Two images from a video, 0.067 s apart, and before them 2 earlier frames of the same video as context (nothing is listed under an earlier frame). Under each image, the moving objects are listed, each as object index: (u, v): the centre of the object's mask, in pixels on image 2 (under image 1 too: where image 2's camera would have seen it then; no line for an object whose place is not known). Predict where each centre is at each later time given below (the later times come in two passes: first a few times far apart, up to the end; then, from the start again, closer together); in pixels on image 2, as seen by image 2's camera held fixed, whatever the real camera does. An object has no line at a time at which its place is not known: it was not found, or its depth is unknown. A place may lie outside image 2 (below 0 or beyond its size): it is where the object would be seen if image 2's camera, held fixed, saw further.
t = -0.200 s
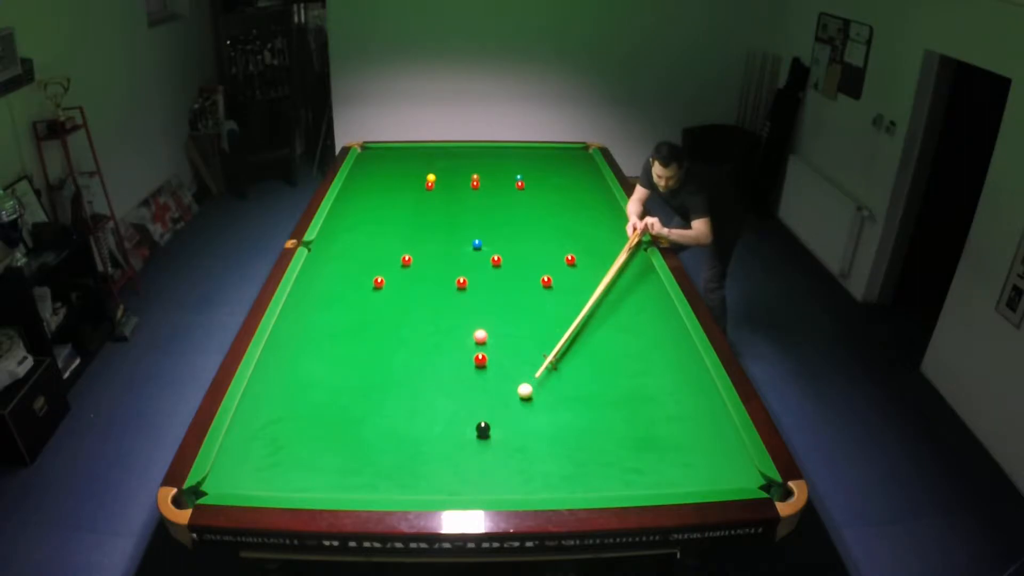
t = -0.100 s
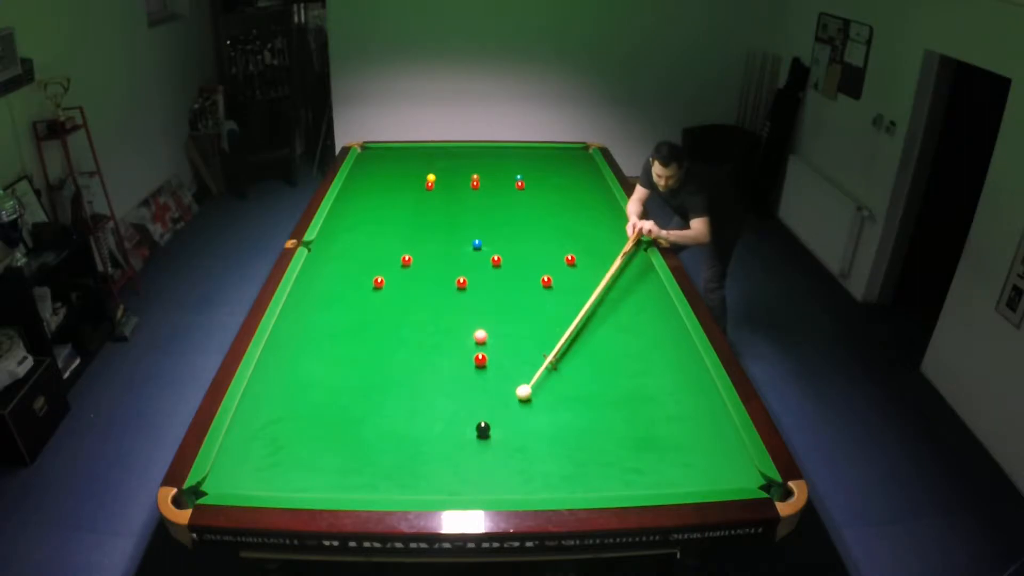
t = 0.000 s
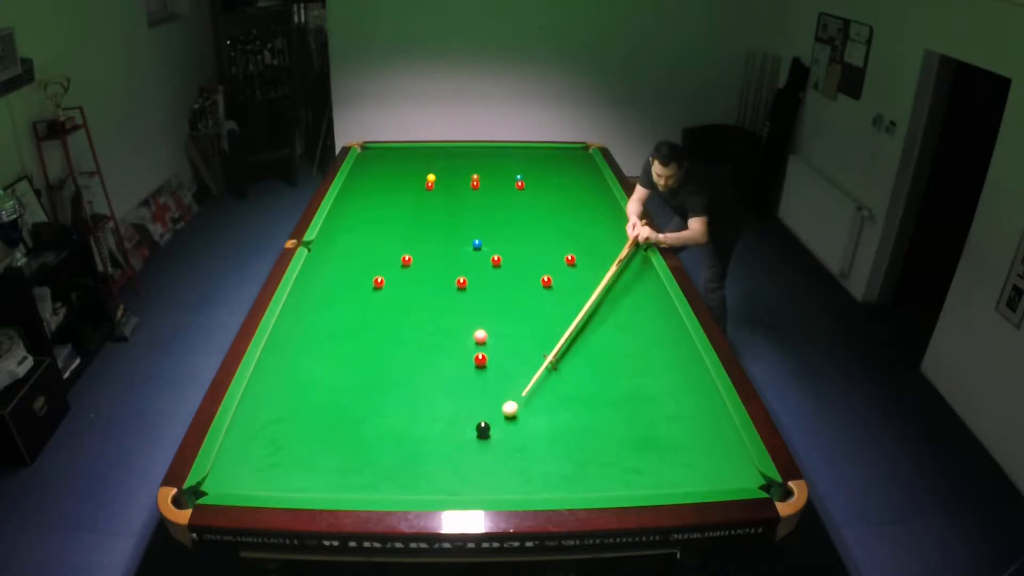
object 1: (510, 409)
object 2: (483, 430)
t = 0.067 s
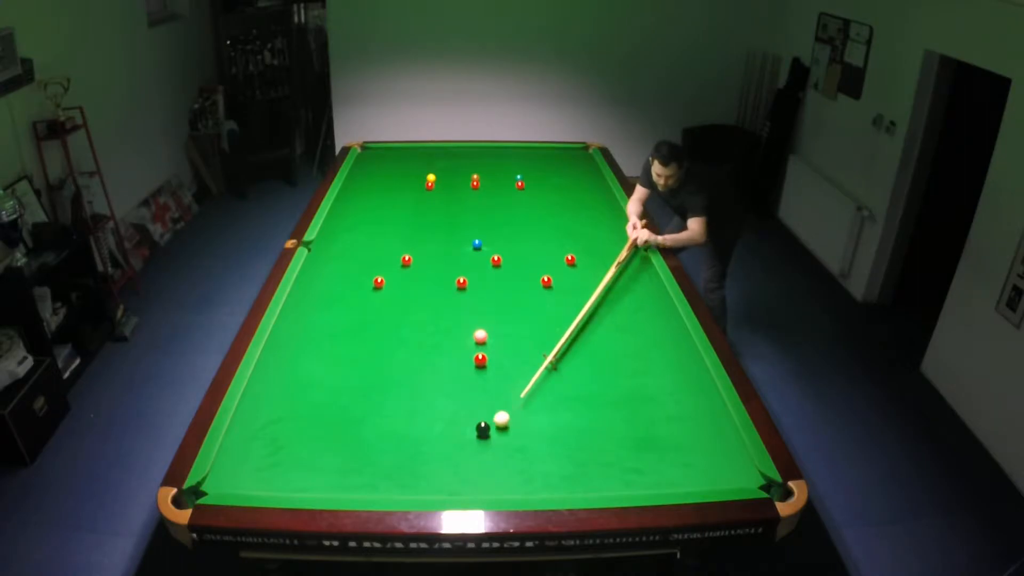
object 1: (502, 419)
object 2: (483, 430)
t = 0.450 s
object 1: (506, 469)
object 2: (437, 442)
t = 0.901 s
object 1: (517, 465)
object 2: (382, 454)
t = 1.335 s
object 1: (527, 430)
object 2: (335, 464)
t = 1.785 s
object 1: (536, 402)
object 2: (290, 473)
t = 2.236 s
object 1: (543, 380)
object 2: (250, 481)
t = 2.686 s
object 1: (549, 362)
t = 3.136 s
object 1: (555, 349)
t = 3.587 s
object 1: (558, 340)
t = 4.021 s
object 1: (560, 333)
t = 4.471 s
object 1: (561, 330)
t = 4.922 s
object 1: (562, 329)
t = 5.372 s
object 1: (562, 329)
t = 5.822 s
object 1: (562, 329)
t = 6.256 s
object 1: (562, 329)
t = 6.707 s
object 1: (562, 329)
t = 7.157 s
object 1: (562, 329)
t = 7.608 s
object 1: (562, 329)
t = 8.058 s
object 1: (562, 329)
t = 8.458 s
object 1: (562, 329)
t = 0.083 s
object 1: (499, 422)
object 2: (483, 430)
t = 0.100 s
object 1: (498, 425)
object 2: (482, 430)
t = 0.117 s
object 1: (498, 427)
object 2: (479, 431)
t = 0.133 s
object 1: (499, 428)
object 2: (477, 432)
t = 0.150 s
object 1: (500, 431)
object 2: (474, 432)
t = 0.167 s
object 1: (500, 432)
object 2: (472, 433)
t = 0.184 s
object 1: (500, 435)
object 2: (470, 433)
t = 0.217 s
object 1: (501, 439)
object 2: (466, 434)
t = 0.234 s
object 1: (502, 441)
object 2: (464, 435)
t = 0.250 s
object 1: (502, 443)
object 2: (462, 436)
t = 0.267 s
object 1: (502, 445)
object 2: (460, 436)
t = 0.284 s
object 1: (503, 447)
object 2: (458, 437)
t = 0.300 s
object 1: (503, 449)
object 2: (456, 437)
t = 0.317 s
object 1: (503, 451)
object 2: (453, 438)
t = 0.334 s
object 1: (504, 454)
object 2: (451, 438)
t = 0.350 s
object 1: (504, 456)
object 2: (449, 439)
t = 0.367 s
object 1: (504, 458)
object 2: (447, 439)
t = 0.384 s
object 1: (505, 460)
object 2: (445, 440)
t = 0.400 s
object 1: (505, 462)
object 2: (443, 440)
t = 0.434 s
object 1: (506, 467)
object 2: (439, 441)
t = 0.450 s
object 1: (506, 469)
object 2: (437, 442)
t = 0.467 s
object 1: (507, 471)
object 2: (435, 442)
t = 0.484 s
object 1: (507, 473)
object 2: (433, 443)
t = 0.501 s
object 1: (507, 476)
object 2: (430, 443)
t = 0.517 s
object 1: (508, 478)
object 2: (428, 444)
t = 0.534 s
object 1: (508, 480)
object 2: (427, 444)
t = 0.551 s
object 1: (508, 482)
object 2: (425, 445)
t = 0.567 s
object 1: (509, 484)
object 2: (422, 445)
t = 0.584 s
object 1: (509, 486)
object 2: (420, 446)
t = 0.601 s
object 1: (510, 488)
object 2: (418, 446)
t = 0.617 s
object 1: (510, 489)
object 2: (416, 447)
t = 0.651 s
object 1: (511, 488)
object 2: (412, 448)
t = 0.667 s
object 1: (511, 487)
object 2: (410, 448)
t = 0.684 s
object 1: (512, 486)
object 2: (408, 448)
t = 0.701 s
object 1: (512, 484)
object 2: (406, 449)
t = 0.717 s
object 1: (513, 482)
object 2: (404, 449)
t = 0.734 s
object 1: (513, 480)
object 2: (402, 450)
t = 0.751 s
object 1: (514, 479)
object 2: (400, 450)
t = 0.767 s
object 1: (514, 477)
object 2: (398, 451)
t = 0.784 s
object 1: (515, 475)
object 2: (396, 451)
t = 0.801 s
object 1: (515, 474)
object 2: (394, 451)
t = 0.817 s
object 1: (515, 472)
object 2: (392, 452)
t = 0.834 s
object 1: (516, 471)
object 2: (390, 452)
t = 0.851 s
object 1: (516, 469)
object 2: (388, 453)
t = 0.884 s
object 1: (517, 466)
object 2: (384, 454)
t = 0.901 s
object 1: (517, 465)
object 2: (382, 454)
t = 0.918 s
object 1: (518, 463)
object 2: (380, 454)
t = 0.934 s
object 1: (518, 462)
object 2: (379, 455)
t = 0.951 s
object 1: (519, 460)
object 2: (377, 455)
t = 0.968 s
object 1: (519, 459)
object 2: (375, 456)
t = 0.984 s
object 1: (520, 457)
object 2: (373, 456)
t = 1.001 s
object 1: (520, 456)
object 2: (371, 456)
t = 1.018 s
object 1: (520, 455)
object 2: (369, 457)
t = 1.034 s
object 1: (521, 453)
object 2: (367, 457)
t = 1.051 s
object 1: (521, 452)
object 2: (365, 458)
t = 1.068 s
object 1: (521, 450)
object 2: (363, 458)
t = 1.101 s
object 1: (522, 448)
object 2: (360, 459)
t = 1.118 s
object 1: (522, 446)
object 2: (358, 459)
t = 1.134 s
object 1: (523, 445)
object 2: (356, 459)
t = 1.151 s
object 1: (523, 444)
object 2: (354, 460)
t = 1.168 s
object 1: (524, 442)
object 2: (352, 460)
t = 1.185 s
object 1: (524, 441)
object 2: (351, 460)
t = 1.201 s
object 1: (524, 440)
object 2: (349, 461)
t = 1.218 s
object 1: (525, 439)
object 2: (347, 461)
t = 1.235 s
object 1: (525, 437)
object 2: (345, 462)
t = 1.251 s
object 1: (526, 436)
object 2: (343, 462)
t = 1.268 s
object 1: (526, 435)
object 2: (342, 463)
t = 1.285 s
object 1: (526, 434)
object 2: (340, 463)
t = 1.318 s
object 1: (527, 431)
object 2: (336, 464)
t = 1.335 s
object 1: (527, 430)
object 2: (335, 464)
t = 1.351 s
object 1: (528, 429)
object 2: (333, 465)
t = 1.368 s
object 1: (528, 428)
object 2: (331, 465)
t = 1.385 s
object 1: (529, 426)
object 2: (329, 465)
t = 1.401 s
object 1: (529, 425)
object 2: (327, 465)
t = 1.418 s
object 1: (529, 424)
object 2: (326, 466)
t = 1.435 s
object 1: (530, 423)
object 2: (324, 466)
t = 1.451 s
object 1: (530, 422)
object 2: (322, 467)
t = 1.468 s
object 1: (530, 421)
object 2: (321, 467)
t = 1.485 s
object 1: (531, 420)
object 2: (319, 467)
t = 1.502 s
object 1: (531, 419)
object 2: (317, 468)
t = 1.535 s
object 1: (532, 417)
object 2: (314, 468)
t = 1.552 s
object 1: (532, 416)
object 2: (312, 468)
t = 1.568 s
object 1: (532, 414)
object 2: (311, 469)
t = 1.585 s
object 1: (533, 413)
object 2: (309, 469)
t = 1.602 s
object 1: (533, 412)
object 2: (307, 469)
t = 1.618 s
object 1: (533, 412)
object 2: (306, 470)
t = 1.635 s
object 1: (533, 410)
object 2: (304, 470)
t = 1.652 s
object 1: (534, 410)
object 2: (302, 471)
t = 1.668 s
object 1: (534, 409)
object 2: (301, 471)
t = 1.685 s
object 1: (535, 407)
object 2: (299, 471)
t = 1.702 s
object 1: (535, 407)
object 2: (298, 472)
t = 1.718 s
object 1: (535, 406)
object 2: (296, 472)
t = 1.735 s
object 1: (536, 405)
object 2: (295, 472)
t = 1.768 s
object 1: (536, 403)
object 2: (291, 473)
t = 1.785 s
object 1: (536, 402)
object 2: (290, 473)
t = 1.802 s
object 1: (537, 401)
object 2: (288, 474)
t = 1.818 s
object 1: (537, 400)
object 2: (286, 474)
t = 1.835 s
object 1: (537, 399)
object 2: (285, 474)
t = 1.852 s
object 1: (538, 398)
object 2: (283, 474)
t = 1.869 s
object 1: (538, 397)
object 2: (282, 475)
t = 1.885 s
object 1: (538, 396)
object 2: (280, 475)
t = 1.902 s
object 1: (538, 395)
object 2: (279, 475)
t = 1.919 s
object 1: (539, 395)
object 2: (277, 476)
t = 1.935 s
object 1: (539, 394)
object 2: (276, 476)
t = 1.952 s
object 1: (539, 393)
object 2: (274, 476)
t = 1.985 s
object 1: (540, 391)
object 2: (271, 477)
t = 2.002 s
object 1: (540, 390)
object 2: (270, 477)
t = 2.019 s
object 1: (540, 389)
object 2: (268, 478)
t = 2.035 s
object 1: (541, 389)
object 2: (267, 478)
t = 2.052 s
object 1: (541, 388)
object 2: (265, 478)
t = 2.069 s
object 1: (541, 387)
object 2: (264, 479)
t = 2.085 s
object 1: (541, 386)
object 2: (262, 479)
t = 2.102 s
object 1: (542, 385)
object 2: (261, 479)
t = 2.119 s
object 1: (542, 385)
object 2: (260, 479)
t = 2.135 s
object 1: (542, 384)
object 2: (258, 480)
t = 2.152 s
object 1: (542, 383)
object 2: (257, 480)
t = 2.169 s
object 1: (543, 382)
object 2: (256, 480)
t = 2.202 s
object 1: (543, 381)
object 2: (253, 481)
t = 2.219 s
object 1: (543, 380)
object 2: (252, 481)
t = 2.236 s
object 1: (543, 380)
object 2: (250, 481)
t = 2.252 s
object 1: (544, 379)
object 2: (249, 482)
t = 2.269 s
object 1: (544, 378)
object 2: (248, 482)
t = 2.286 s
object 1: (544, 377)
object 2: (246, 482)
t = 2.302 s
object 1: (545, 377)
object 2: (245, 482)
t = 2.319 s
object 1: (545, 376)
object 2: (244, 482)
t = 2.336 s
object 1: (545, 375)
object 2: (243, 482)
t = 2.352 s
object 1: (545, 375)
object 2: (241, 482)
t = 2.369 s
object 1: (545, 374)
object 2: (240, 483)
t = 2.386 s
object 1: (546, 373)
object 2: (239, 483)
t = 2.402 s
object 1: (546, 373)
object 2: (238, 482)
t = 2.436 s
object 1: (546, 371)
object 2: (235, 483)
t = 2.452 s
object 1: (546, 371)
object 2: (234, 483)
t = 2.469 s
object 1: (547, 370)
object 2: (233, 483)
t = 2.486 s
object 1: (547, 369)
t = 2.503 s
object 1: (547, 369)
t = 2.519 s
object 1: (547, 368)
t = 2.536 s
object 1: (547, 367)
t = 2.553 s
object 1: (547, 367)
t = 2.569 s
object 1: (548, 366)
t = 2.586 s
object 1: (548, 366)
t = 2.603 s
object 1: (548, 365)
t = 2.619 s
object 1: (548, 364)
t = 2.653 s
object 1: (549, 363)
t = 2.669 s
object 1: (549, 363)
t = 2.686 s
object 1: (549, 362)
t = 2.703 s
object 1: (550, 361)
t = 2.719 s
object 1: (550, 361)
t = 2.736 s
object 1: (550, 360)
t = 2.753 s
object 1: (550, 360)
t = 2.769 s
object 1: (550, 359)
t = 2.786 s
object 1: (551, 359)
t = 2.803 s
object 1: (551, 358)
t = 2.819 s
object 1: (551, 358)
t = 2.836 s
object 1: (551, 357)
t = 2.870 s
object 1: (551, 356)
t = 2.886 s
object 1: (552, 356)
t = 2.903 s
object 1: (552, 355)
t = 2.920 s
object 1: (552, 355)
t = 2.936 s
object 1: (552, 354)
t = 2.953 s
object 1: (553, 354)
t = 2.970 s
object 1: (553, 353)
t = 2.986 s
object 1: (553, 353)
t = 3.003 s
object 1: (553, 352)
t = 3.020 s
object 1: (553, 352)
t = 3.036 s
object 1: (553, 352)
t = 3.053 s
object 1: (554, 351)
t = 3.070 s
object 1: (554, 351)
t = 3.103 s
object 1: (554, 350)
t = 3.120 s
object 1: (554, 349)
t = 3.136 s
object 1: (555, 349)
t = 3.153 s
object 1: (555, 349)
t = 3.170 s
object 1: (555, 348)
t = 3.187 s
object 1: (555, 348)
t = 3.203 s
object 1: (555, 347)
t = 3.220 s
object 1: (555, 347)
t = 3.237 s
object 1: (556, 347)
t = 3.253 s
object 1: (556, 346)
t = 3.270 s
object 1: (556, 346)
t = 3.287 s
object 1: (556, 345)
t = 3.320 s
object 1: (556, 345)
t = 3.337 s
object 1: (556, 344)
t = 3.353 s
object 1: (556, 344)
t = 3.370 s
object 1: (557, 344)
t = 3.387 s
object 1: (557, 343)
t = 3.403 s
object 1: (557, 343)
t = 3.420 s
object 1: (557, 343)
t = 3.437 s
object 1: (557, 342)
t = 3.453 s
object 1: (557, 342)
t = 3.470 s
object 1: (557, 342)
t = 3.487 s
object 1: (557, 341)
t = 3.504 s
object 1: (557, 341)
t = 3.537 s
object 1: (558, 340)
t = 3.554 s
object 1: (558, 340)
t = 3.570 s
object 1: (558, 340)
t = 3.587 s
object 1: (558, 340)
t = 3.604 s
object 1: (558, 339)
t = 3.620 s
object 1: (558, 339)
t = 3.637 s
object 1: (558, 339)
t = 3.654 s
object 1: (558, 338)
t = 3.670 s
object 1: (558, 338)
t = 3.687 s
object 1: (559, 338)
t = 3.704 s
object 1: (559, 338)
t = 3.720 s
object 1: (559, 337)
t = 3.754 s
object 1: (559, 337)
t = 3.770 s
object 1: (559, 337)
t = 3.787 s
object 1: (559, 336)
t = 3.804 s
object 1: (559, 336)
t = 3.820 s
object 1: (559, 336)
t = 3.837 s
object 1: (559, 336)
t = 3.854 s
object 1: (559, 335)
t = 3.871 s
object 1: (560, 335)
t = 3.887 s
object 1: (559, 335)
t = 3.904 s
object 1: (560, 335)
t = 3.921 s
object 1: (560, 334)
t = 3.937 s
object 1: (560, 334)
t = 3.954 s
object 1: (560, 334)
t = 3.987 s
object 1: (560, 334)
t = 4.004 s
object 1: (560, 333)
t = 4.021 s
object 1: (560, 333)
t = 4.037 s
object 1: (560, 333)
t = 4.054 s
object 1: (560, 333)
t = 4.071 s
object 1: (560, 333)
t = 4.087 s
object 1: (560, 333)
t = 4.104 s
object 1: (561, 333)
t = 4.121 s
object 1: (561, 332)
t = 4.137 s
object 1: (561, 332)
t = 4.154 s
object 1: (561, 332)
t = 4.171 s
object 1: (561, 332)
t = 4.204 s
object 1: (561, 332)
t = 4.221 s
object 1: (561, 332)
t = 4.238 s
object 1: (561, 331)
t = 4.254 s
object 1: (561, 331)
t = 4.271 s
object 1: (561, 331)
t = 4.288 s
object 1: (561, 331)
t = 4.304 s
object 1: (561, 331)
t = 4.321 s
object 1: (561, 331)
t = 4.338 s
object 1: (561, 331)
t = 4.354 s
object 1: (561, 331)
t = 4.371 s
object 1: (561, 330)
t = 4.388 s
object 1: (561, 330)
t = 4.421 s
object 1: (561, 330)
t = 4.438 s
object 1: (561, 330)
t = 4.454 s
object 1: (561, 330)
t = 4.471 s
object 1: (561, 330)
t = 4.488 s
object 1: (561, 330)
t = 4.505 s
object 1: (562, 330)
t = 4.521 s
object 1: (562, 330)
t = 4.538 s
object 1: (562, 330)
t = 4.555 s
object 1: (562, 330)
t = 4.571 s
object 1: (562, 330)
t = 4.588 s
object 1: (562, 330)
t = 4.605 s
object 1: (562, 330)
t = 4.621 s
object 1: (562, 330)
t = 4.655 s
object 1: (562, 330)
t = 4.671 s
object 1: (562, 330)
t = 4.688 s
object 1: (562, 330)
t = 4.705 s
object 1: (562, 330)
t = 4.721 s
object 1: (562, 330)
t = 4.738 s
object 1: (562, 330)
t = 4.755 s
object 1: (562, 329)
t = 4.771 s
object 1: (562, 329)
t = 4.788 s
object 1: (562, 329)
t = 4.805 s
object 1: (562, 329)
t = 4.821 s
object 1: (562, 329)
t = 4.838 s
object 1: (562, 329)
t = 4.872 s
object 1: (562, 329)
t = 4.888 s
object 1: (562, 329)
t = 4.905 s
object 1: (562, 329)
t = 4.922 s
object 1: (562, 329)
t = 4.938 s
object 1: (562, 329)
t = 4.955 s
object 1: (562, 329)
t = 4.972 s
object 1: (562, 329)
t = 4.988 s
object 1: (562, 329)
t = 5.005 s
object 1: (562, 329)
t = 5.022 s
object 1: (562, 329)
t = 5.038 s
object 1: (562, 329)
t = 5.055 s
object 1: (562, 329)
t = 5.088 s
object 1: (562, 329)
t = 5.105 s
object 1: (562, 329)
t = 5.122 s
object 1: (562, 329)
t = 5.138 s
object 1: (562, 329)
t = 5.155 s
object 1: (562, 329)
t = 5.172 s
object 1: (562, 329)
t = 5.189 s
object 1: (562, 329)
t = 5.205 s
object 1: (562, 329)
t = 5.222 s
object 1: (562, 329)
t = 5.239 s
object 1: (562, 329)
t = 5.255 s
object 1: (562, 329)
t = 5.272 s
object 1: (562, 329)
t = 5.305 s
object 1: (562, 329)
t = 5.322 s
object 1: (562, 329)
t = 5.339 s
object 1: (562, 329)
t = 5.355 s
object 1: (562, 329)
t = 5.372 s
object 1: (562, 329)
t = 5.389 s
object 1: (562, 329)
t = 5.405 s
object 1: (562, 329)
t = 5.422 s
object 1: (562, 329)
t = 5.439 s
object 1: (562, 329)
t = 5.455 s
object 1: (562, 329)
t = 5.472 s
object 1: (562, 329)
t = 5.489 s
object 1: (562, 329)
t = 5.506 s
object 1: (562, 329)
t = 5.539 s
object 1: (562, 329)
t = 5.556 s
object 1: (562, 329)
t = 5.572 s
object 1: (562, 329)
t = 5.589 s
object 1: (562, 329)
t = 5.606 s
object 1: (562, 329)
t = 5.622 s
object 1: (562, 329)
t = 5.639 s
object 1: (562, 329)
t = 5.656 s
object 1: (562, 329)
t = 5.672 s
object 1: (562, 329)
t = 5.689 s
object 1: (562, 329)
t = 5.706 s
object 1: (562, 329)
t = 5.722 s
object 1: (562, 329)
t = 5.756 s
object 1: (562, 329)
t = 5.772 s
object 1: (562, 329)
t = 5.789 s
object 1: (562, 329)
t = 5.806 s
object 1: (562, 329)
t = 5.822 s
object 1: (562, 329)
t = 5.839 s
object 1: (562, 329)
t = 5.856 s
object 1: (562, 329)
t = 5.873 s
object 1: (562, 329)
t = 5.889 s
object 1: (562, 329)
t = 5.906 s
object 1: (562, 329)
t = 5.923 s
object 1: (562, 329)
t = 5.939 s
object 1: (562, 329)
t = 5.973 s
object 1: (562, 329)
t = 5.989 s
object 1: (562, 329)
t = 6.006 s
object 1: (562, 329)
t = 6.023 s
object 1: (562, 329)
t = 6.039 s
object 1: (562, 329)
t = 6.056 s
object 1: (562, 329)
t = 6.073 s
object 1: (562, 329)
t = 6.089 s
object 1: (562, 329)
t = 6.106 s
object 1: (562, 329)
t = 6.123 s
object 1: (562, 329)
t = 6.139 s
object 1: (562, 329)
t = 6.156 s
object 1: (562, 329)
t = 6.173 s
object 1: (562, 329)
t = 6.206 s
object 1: (562, 329)
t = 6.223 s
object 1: (562, 329)
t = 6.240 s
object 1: (562, 329)
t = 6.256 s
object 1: (562, 329)
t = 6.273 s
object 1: (562, 329)
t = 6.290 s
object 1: (562, 329)
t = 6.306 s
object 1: (562, 329)
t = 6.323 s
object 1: (562, 329)
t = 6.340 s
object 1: (562, 329)
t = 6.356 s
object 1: (562, 329)
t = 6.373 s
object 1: (562, 329)
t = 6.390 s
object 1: (562, 329)
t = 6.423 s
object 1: (562, 329)
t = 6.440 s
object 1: (562, 329)
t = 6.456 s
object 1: (562, 329)
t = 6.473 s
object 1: (562, 329)
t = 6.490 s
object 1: (562, 329)
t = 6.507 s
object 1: (562, 329)
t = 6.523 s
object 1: (562, 329)
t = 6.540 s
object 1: (562, 329)
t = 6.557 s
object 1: (562, 329)
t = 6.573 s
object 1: (562, 329)
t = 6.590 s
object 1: (562, 329)
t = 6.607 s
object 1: (562, 329)
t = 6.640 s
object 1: (562, 329)
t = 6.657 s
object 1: (562, 329)
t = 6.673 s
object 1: (562, 329)
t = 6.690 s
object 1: (562, 329)
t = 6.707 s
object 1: (562, 329)
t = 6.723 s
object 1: (562, 329)
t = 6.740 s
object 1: (562, 329)
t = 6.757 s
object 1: (562, 329)
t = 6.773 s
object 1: (562, 329)
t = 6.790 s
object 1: (562, 329)
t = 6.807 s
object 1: (562, 329)
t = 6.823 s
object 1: (562, 329)
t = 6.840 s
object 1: (562, 329)
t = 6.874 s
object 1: (562, 329)
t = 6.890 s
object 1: (562, 329)
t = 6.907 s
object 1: (562, 329)
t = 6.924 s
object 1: (562, 329)
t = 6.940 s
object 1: (562, 329)
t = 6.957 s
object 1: (562, 329)
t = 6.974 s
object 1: (562, 329)
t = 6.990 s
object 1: (562, 329)
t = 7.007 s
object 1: (562, 329)
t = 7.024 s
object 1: (562, 329)
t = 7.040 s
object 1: (562, 329)
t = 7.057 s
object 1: (562, 329)
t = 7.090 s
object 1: (562, 329)
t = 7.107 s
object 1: (562, 329)
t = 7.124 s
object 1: (562, 329)
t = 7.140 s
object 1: (562, 329)
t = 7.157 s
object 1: (562, 329)
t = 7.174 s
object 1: (562, 329)
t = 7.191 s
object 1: (562, 329)
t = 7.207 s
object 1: (562, 329)
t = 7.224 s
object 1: (562, 329)
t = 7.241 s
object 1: (562, 329)
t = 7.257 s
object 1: (562, 329)
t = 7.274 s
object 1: (562, 329)
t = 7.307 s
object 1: (562, 329)
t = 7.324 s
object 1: (562, 329)
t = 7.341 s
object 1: (562, 329)
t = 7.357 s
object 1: (562, 329)
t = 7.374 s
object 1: (562, 329)
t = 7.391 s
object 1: (562, 329)
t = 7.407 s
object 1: (562, 329)
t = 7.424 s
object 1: (562, 329)
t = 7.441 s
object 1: (562, 329)
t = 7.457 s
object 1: (562, 329)
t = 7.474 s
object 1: (562, 329)
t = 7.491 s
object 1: (562, 329)
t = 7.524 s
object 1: (562, 329)
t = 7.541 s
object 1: (562, 329)
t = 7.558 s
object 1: (562, 329)
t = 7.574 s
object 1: (562, 329)
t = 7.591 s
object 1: (562, 329)
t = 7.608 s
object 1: (562, 329)
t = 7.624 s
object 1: (562, 329)
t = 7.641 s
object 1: (562, 329)
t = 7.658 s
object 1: (562, 329)
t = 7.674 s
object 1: (562, 329)
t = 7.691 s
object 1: (562, 329)
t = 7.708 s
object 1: (562, 329)
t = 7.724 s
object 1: (562, 329)
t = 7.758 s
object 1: (562, 329)
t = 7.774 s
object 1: (561, 329)
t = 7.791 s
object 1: (559, 328)
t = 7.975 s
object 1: (564, 329)
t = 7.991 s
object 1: (562, 329)
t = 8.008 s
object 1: (562, 329)
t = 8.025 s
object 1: (562, 329)
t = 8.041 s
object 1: (562, 329)
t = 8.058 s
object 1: (562, 329)
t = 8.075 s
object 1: (562, 329)
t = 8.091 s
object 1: (562, 329)
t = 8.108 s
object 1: (562, 329)
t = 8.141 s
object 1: (562, 329)
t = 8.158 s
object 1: (562, 329)
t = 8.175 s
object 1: (562, 329)
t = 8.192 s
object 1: (562, 329)
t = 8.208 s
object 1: (562, 329)
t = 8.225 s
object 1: (562, 329)
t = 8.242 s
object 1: (562, 329)
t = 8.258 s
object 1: (562, 329)
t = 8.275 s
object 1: (562, 329)
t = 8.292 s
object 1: (562, 329)
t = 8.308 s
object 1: (562, 329)
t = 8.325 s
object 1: (562, 329)
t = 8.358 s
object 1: (562, 329)
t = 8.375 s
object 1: (562, 329)
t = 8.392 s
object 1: (562, 329)
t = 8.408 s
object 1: (562, 329)
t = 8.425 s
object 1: (562, 329)
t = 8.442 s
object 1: (562, 329)
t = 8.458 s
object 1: (562, 329)
